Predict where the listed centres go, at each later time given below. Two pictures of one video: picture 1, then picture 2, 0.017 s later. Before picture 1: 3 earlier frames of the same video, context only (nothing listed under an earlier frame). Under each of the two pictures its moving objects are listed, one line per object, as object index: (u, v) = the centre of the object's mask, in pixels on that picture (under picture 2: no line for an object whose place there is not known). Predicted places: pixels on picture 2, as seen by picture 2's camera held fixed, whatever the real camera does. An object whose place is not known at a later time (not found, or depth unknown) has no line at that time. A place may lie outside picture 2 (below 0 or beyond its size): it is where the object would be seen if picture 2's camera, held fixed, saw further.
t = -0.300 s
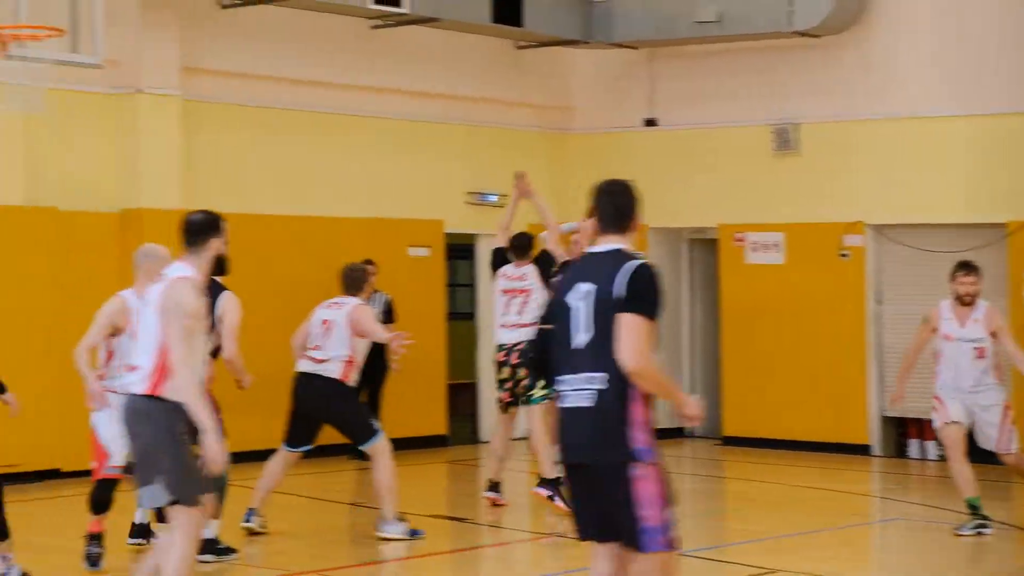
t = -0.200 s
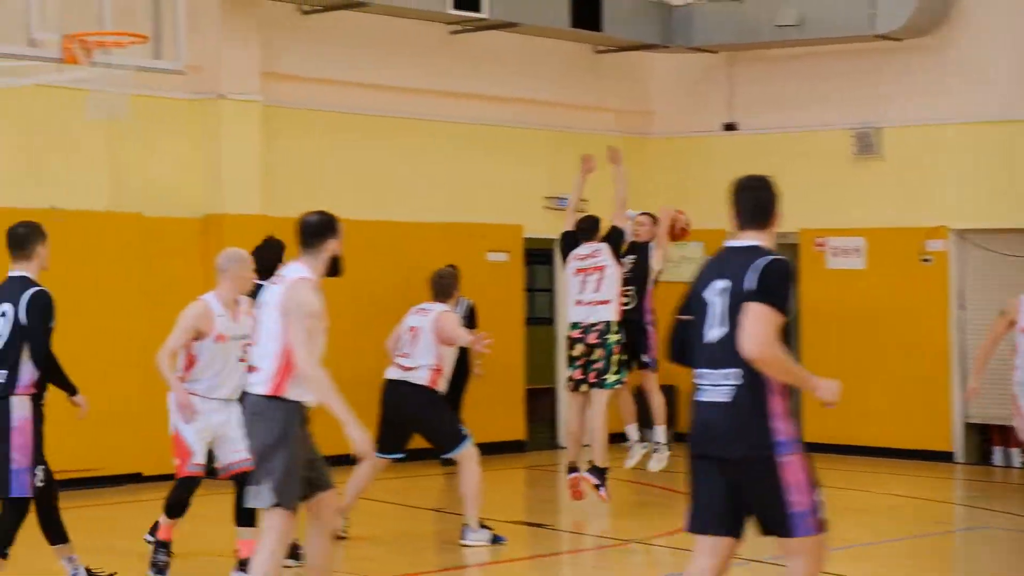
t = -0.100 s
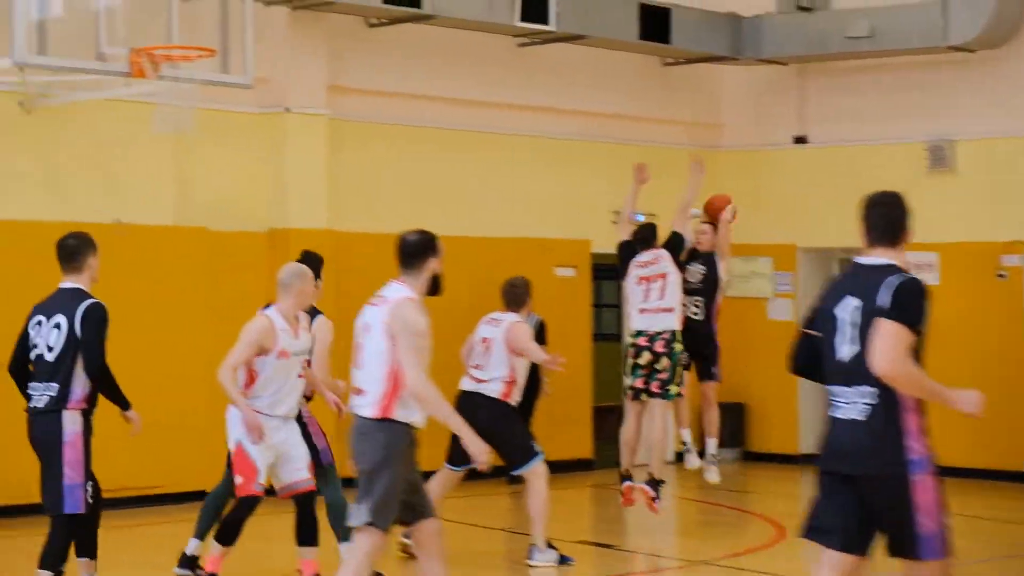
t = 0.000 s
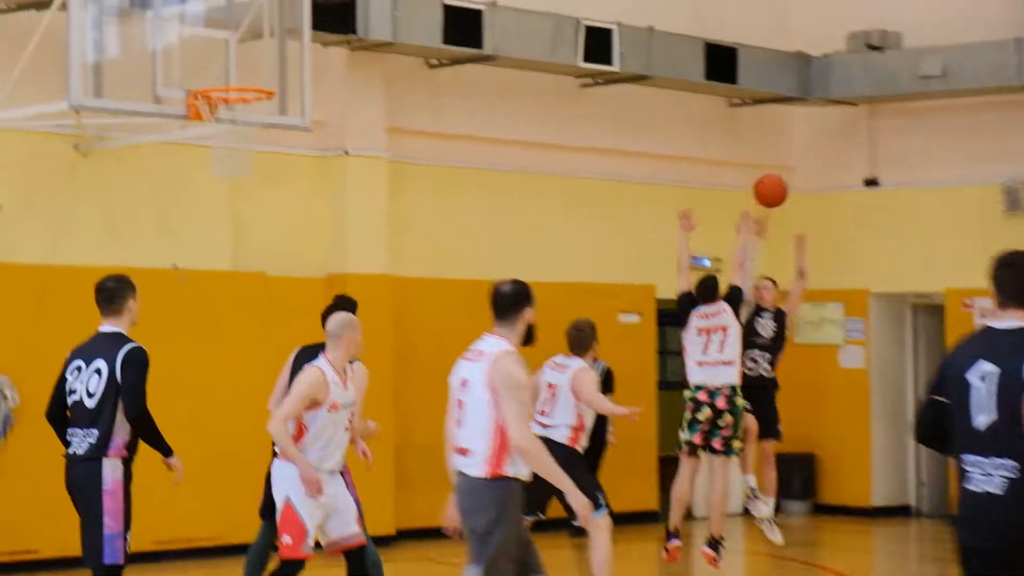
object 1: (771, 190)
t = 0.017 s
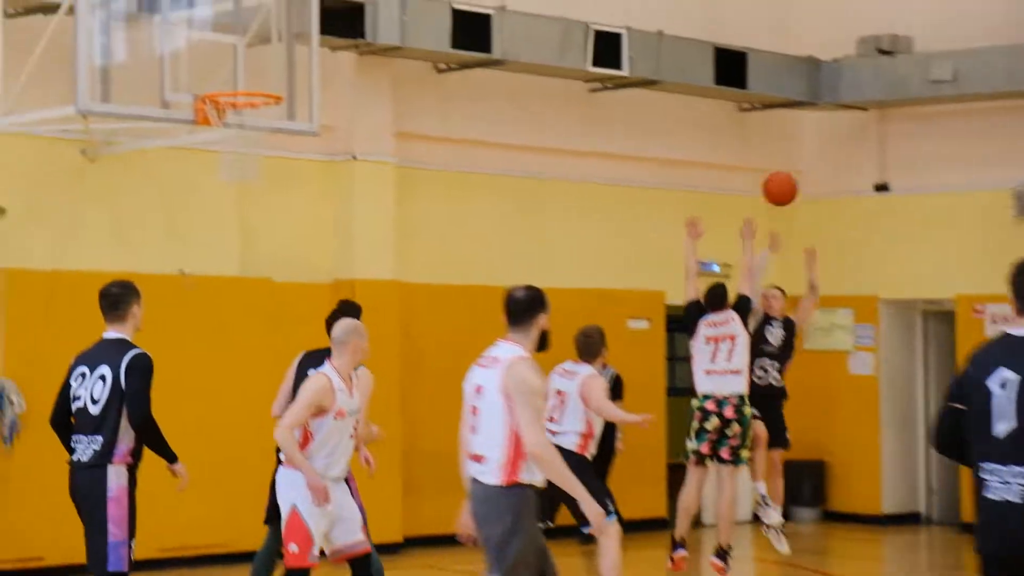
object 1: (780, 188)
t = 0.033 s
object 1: (780, 182)
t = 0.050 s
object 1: (780, 176)
